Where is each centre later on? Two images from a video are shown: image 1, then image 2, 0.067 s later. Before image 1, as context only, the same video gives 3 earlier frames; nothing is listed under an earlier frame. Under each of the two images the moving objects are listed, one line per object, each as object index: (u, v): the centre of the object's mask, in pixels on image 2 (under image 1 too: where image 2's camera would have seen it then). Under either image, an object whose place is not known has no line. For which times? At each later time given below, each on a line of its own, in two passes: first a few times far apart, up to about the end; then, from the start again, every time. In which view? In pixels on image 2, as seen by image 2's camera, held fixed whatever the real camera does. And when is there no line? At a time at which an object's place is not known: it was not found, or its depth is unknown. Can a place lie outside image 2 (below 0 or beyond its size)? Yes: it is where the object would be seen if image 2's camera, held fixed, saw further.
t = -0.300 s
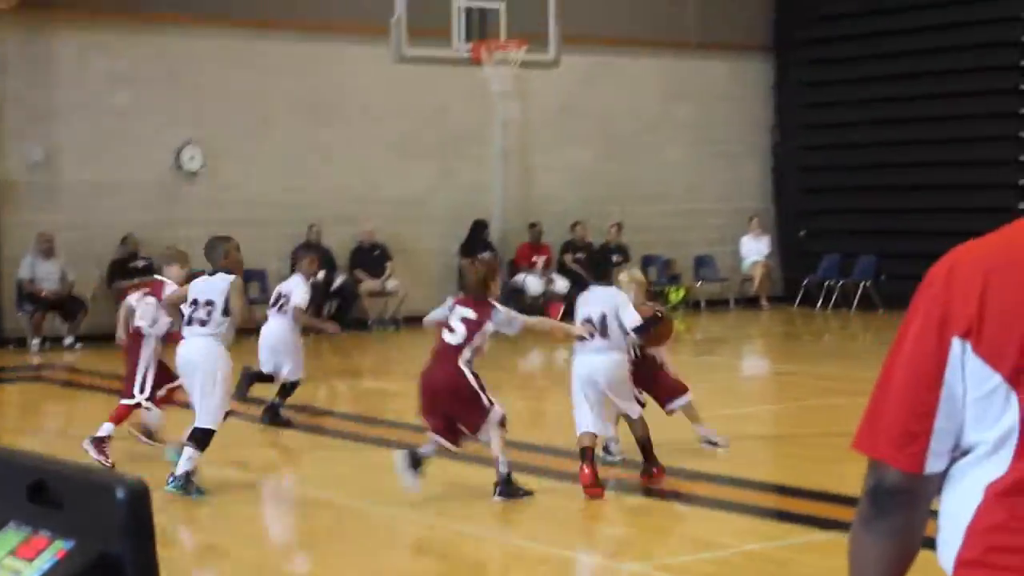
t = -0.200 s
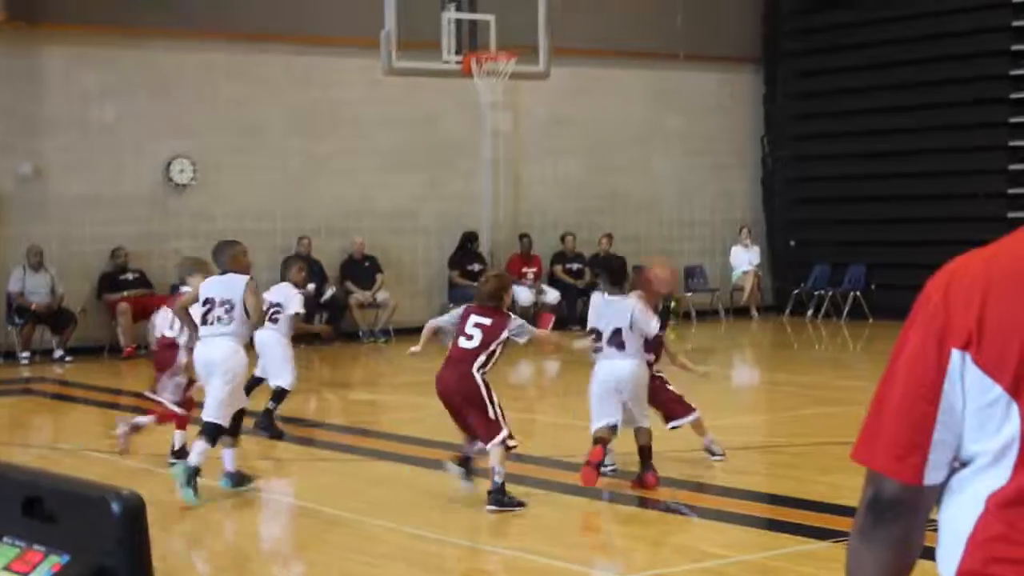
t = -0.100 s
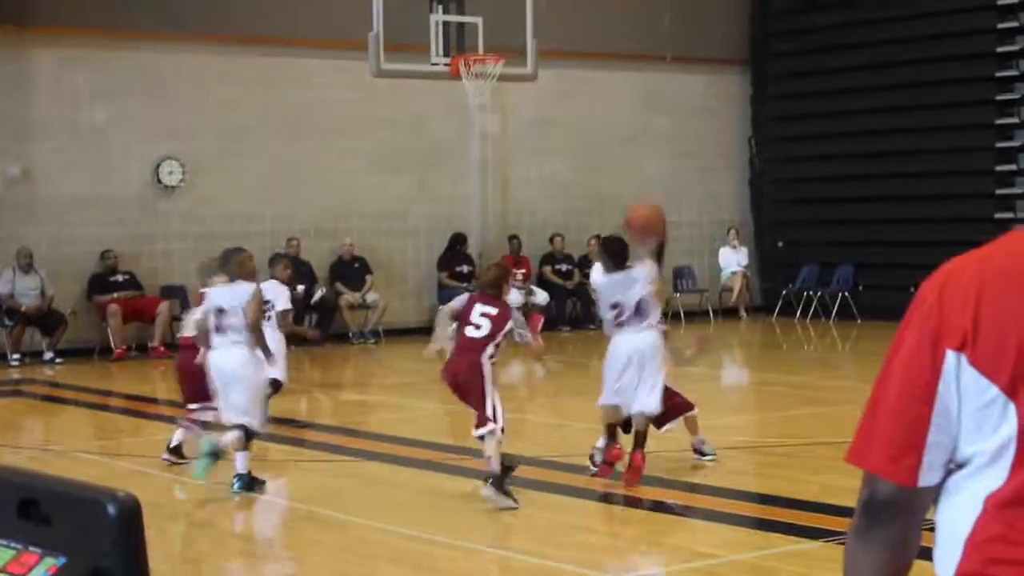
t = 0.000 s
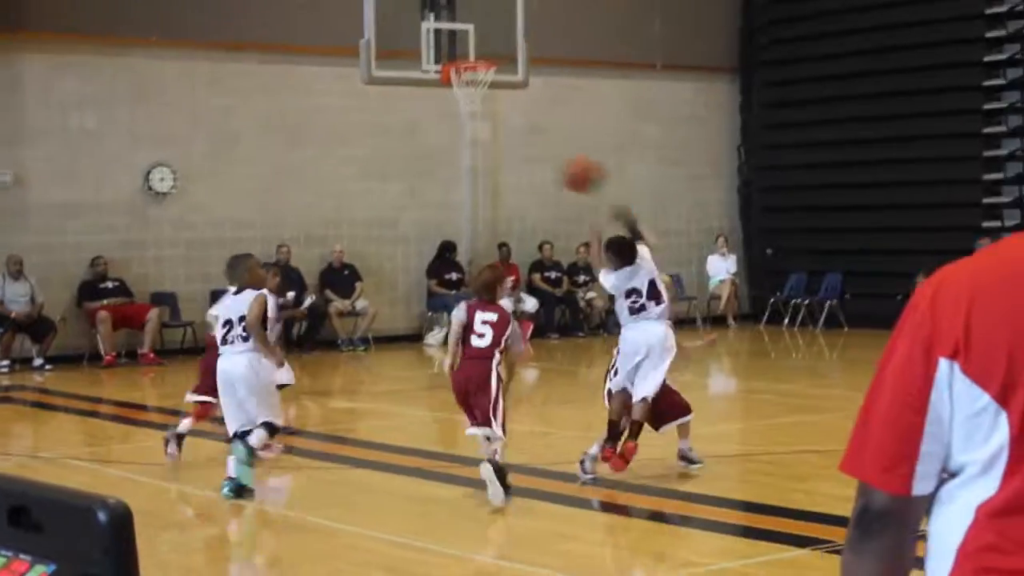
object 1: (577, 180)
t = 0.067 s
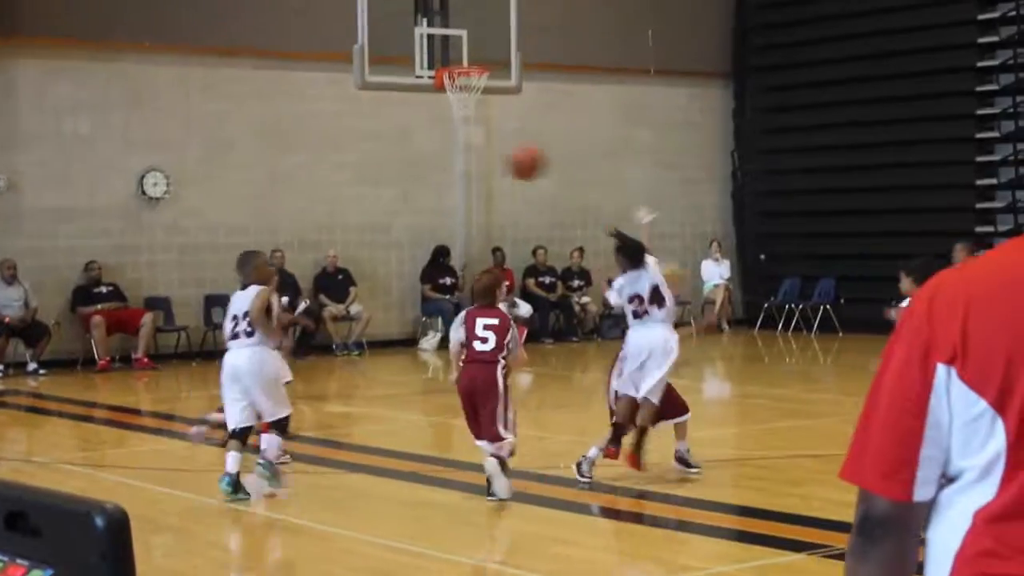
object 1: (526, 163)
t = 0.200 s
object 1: (440, 153)
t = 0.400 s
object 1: (332, 181)
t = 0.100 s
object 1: (504, 156)
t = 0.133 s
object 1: (482, 153)
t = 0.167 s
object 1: (461, 152)
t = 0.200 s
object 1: (440, 153)
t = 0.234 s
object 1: (421, 154)
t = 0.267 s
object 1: (400, 157)
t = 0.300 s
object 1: (382, 161)
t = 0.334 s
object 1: (366, 166)
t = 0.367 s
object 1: (348, 173)
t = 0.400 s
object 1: (332, 181)
